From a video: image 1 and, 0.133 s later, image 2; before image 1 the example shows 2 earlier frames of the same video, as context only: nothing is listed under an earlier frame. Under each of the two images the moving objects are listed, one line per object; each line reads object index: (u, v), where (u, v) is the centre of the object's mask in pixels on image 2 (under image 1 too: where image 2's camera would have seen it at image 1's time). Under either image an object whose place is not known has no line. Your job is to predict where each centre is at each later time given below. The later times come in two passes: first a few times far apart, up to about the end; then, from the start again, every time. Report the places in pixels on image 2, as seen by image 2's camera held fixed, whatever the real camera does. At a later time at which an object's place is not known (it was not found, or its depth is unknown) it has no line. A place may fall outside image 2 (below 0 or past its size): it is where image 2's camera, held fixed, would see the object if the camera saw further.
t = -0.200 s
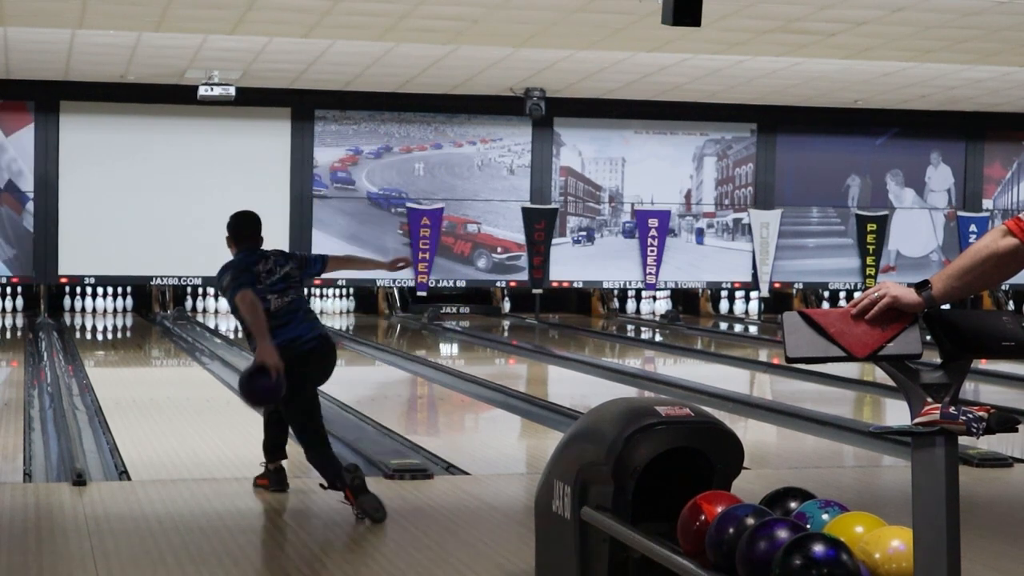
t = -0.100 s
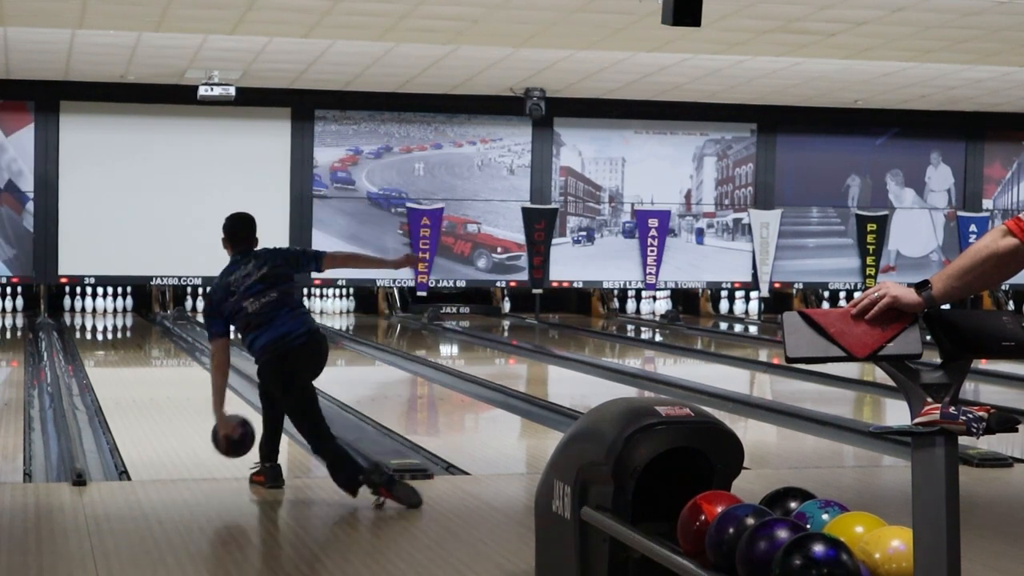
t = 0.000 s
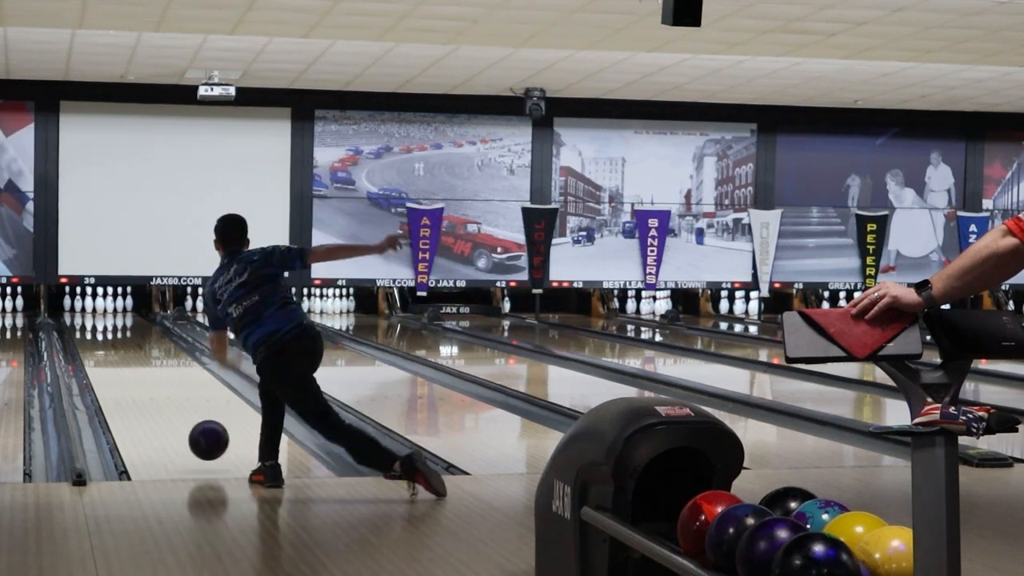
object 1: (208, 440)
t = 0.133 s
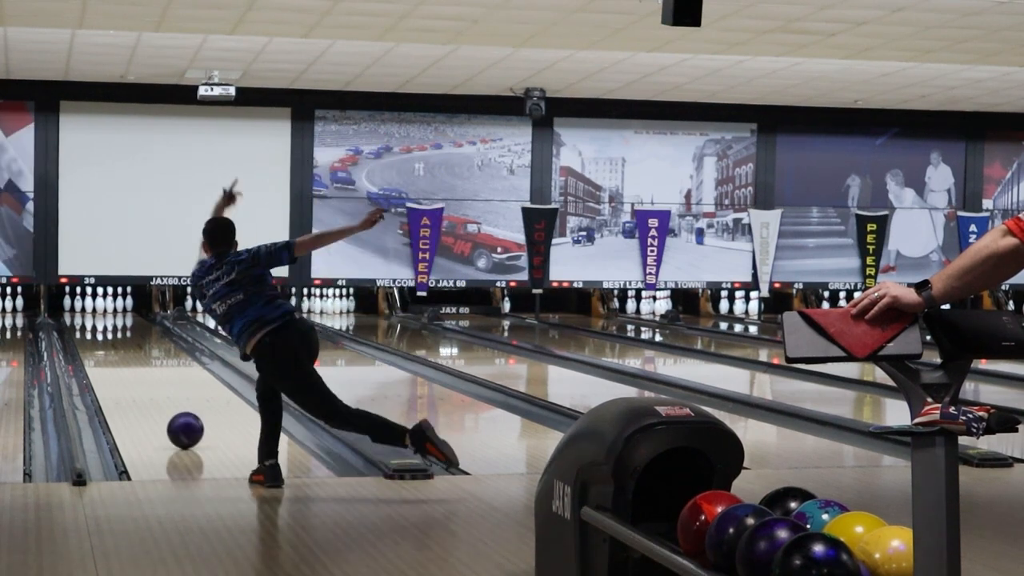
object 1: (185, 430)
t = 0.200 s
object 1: (175, 421)
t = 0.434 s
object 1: (147, 395)
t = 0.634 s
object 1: (129, 377)
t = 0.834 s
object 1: (115, 362)
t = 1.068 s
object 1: (103, 349)
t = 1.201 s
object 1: (98, 343)
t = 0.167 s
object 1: (180, 425)
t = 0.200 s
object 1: (175, 421)
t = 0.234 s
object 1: (171, 416)
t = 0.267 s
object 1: (166, 412)
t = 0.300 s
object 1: (162, 409)
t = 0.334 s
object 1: (158, 405)
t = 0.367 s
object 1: (154, 402)
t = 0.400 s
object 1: (150, 398)
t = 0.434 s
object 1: (147, 395)
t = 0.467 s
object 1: (144, 392)
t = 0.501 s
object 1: (140, 388)
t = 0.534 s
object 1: (137, 385)
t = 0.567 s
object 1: (134, 383)
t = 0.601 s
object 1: (132, 380)
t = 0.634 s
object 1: (129, 377)
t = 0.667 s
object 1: (126, 375)
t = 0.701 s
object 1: (124, 372)
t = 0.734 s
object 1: (121, 370)
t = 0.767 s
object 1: (119, 367)
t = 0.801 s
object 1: (117, 365)
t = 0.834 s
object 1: (115, 362)
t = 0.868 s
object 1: (113, 360)
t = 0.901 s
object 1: (111, 359)
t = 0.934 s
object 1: (109, 356)
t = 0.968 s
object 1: (107, 354)
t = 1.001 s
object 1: (106, 353)
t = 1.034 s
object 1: (104, 351)
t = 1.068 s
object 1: (103, 349)
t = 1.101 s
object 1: (101, 348)
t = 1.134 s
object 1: (100, 346)
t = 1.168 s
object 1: (99, 344)
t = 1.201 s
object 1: (98, 343)
